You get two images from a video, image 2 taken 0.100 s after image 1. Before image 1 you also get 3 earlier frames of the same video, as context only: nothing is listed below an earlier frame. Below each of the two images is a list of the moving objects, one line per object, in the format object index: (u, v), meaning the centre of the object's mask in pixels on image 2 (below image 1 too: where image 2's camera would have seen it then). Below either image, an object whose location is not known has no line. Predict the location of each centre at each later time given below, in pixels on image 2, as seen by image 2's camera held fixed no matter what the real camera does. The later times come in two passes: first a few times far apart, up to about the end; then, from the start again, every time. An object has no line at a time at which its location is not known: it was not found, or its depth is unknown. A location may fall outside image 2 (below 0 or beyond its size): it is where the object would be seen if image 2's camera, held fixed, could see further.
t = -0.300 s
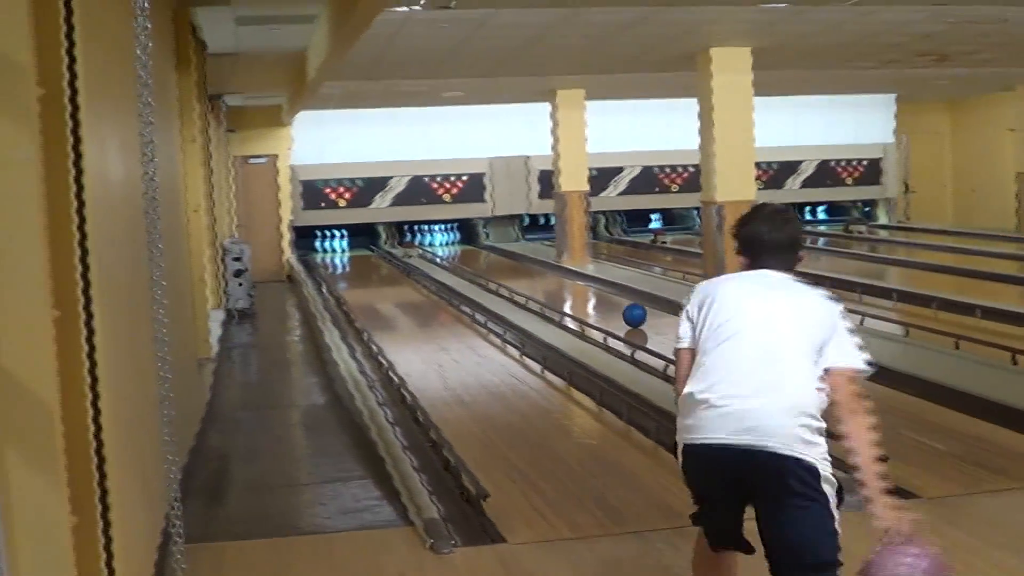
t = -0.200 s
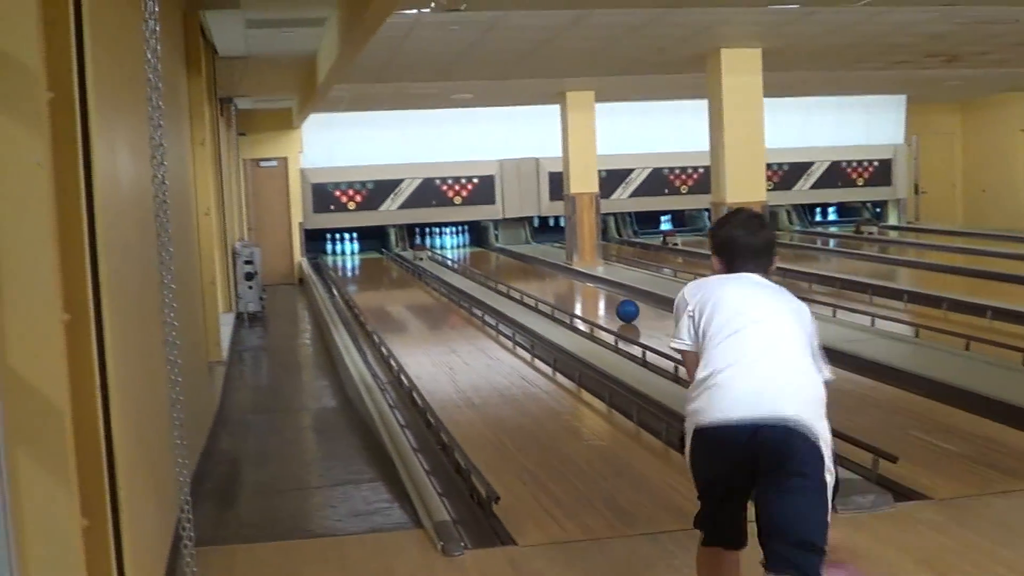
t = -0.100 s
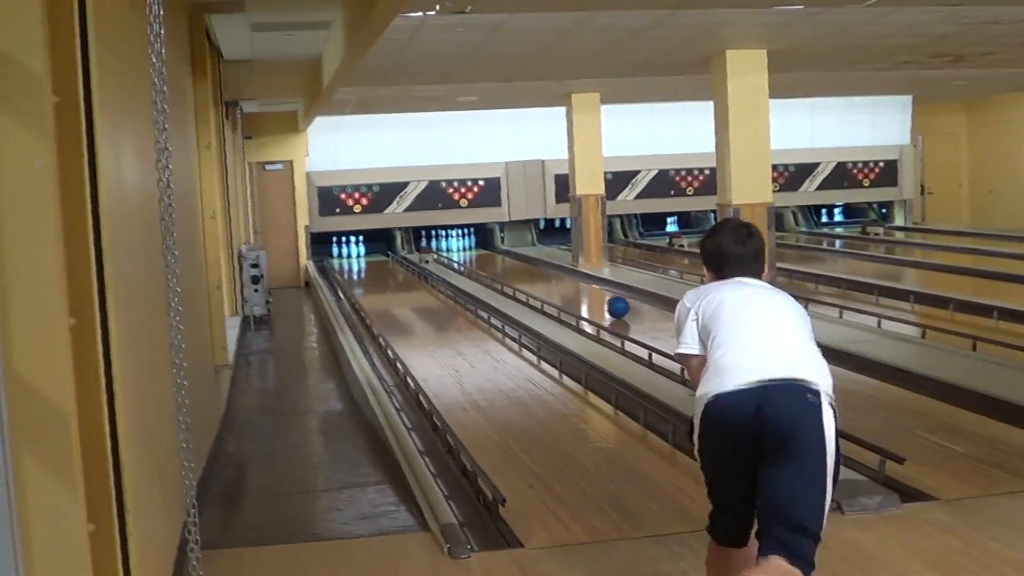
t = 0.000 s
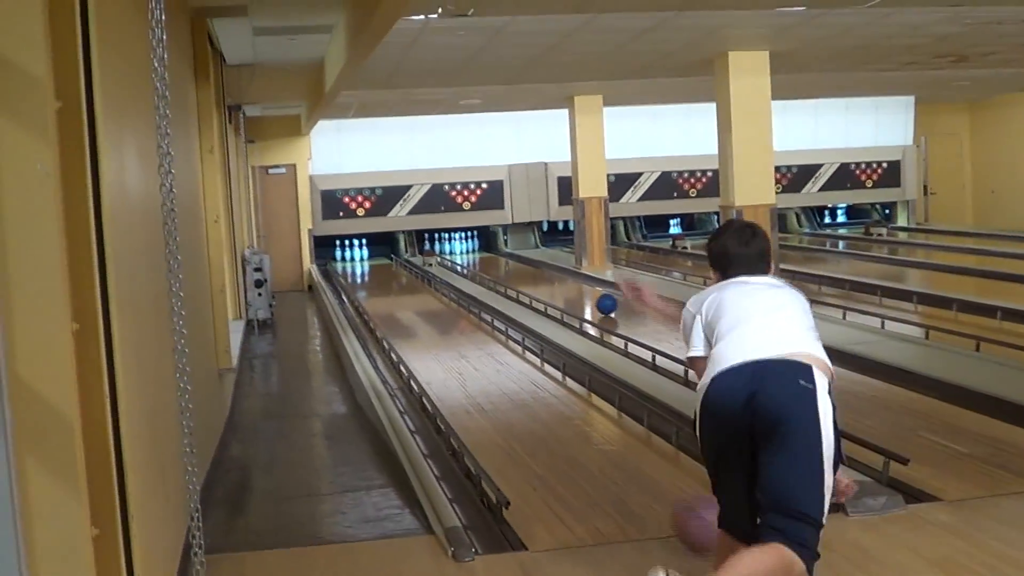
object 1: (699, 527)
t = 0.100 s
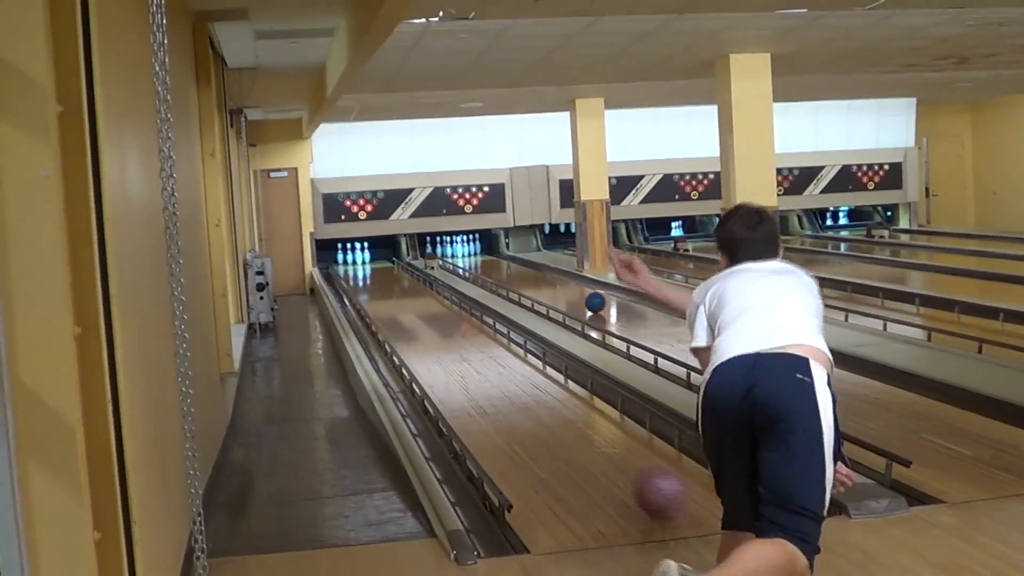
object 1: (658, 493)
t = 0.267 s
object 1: (603, 443)
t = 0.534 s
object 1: (542, 393)
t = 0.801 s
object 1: (500, 361)
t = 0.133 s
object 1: (646, 482)
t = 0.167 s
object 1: (634, 471)
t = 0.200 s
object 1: (623, 461)
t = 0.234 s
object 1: (612, 452)
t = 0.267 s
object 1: (603, 443)
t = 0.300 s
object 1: (594, 435)
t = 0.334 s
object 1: (585, 428)
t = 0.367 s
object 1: (577, 421)
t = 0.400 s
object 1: (569, 415)
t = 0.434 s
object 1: (562, 409)
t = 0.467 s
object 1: (555, 403)
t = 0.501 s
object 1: (548, 398)
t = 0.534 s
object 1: (542, 393)
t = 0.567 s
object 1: (535, 387)
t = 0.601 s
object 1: (530, 383)
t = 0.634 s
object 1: (524, 378)
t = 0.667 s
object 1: (519, 374)
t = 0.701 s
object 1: (514, 371)
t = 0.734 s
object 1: (509, 367)
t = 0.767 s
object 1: (505, 364)
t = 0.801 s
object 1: (500, 361)
